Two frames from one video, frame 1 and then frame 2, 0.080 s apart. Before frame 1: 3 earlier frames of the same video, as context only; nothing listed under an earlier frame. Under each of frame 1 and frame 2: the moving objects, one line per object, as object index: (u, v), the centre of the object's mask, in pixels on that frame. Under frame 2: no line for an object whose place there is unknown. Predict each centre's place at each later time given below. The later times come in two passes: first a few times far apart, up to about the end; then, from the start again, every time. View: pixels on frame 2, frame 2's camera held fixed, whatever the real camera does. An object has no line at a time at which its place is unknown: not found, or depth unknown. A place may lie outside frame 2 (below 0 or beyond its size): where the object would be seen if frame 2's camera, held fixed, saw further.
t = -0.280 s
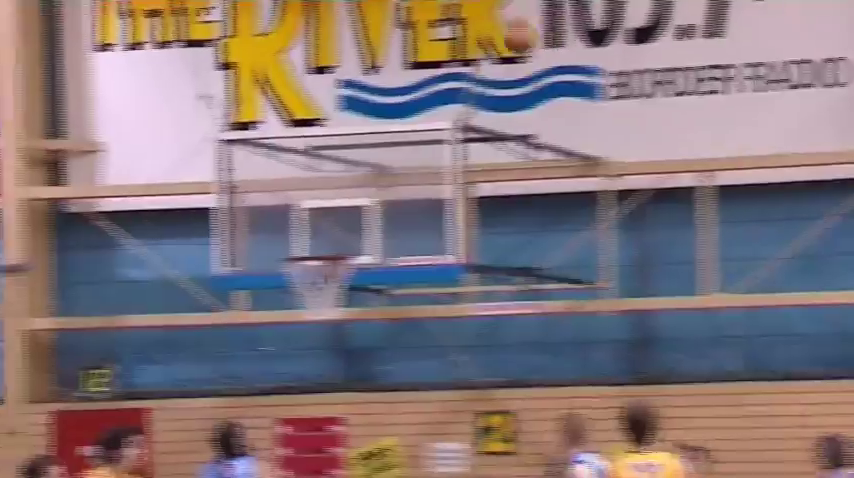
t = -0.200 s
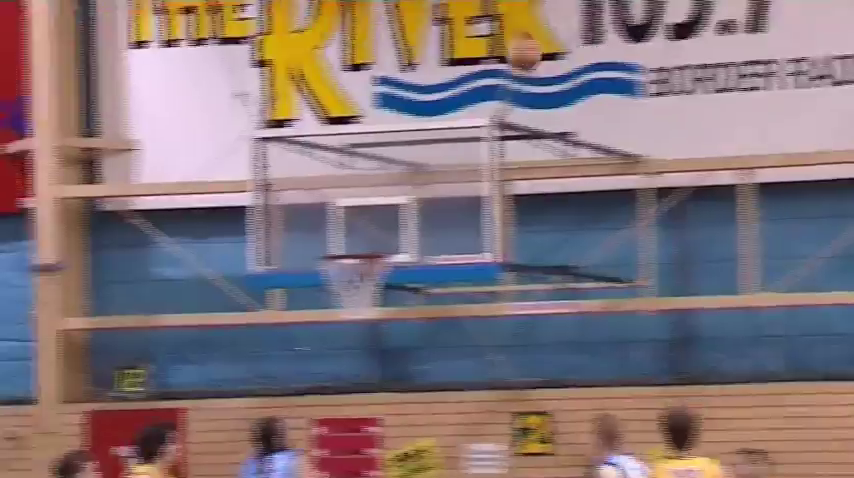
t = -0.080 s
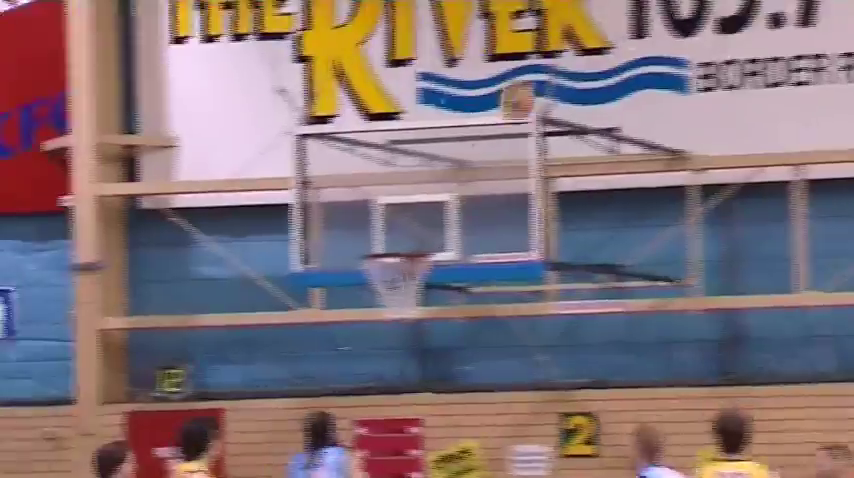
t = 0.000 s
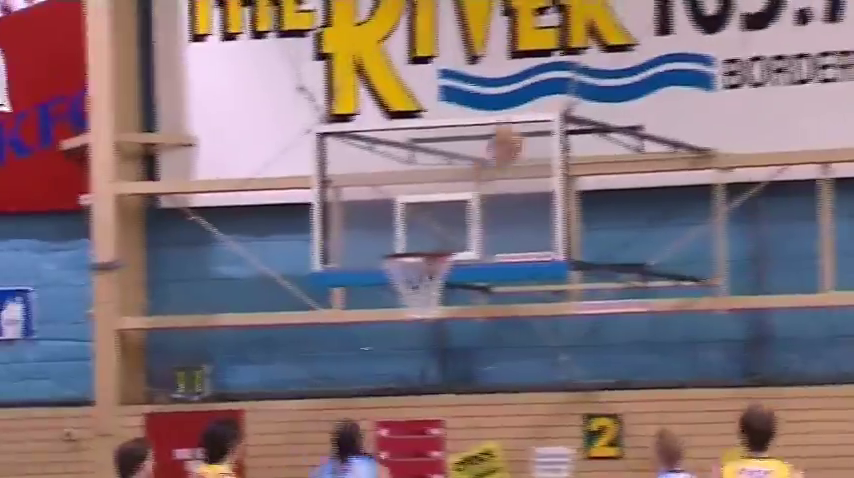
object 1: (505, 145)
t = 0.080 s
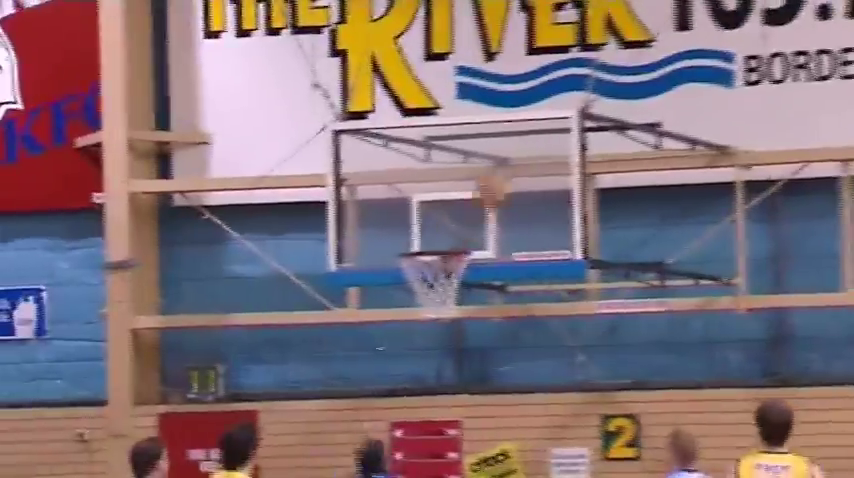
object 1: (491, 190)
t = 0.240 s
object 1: (444, 199)
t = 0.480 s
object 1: (392, 173)
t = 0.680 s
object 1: (356, 196)
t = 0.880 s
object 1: (327, 262)
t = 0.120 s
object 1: (472, 221)
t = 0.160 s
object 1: (462, 228)
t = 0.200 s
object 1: (454, 214)
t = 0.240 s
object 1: (444, 199)
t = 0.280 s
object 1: (436, 190)
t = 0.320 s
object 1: (425, 182)
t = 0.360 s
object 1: (418, 176)
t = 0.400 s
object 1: (409, 172)
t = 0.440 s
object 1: (401, 171)
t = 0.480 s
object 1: (392, 173)
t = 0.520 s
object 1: (383, 176)
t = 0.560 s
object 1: (376, 181)
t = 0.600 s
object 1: (369, 187)
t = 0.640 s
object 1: (362, 190)
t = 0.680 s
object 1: (356, 196)
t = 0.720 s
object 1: (351, 204)
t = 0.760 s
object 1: (344, 216)
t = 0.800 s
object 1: (338, 230)
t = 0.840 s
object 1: (333, 245)
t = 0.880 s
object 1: (327, 262)
